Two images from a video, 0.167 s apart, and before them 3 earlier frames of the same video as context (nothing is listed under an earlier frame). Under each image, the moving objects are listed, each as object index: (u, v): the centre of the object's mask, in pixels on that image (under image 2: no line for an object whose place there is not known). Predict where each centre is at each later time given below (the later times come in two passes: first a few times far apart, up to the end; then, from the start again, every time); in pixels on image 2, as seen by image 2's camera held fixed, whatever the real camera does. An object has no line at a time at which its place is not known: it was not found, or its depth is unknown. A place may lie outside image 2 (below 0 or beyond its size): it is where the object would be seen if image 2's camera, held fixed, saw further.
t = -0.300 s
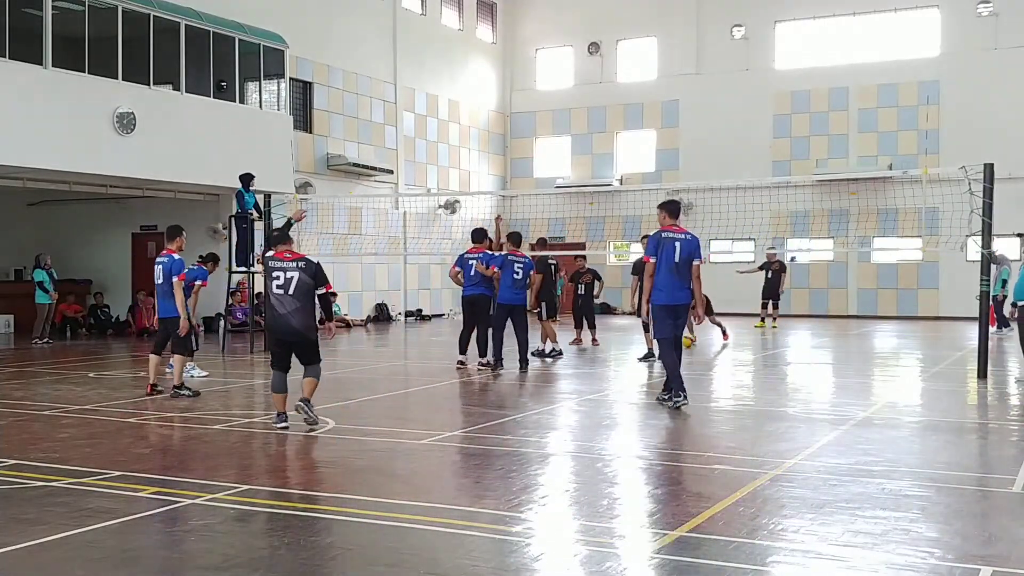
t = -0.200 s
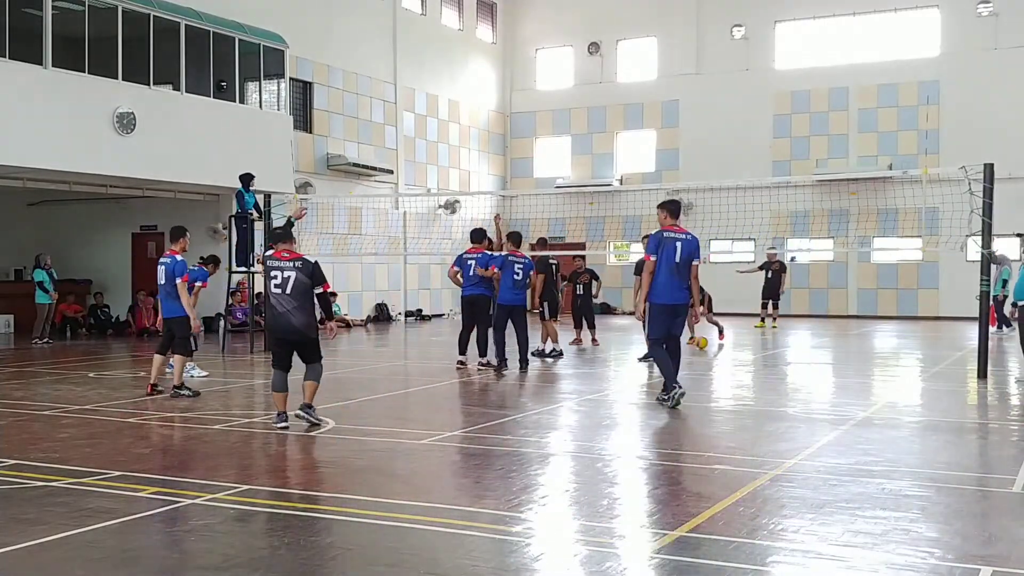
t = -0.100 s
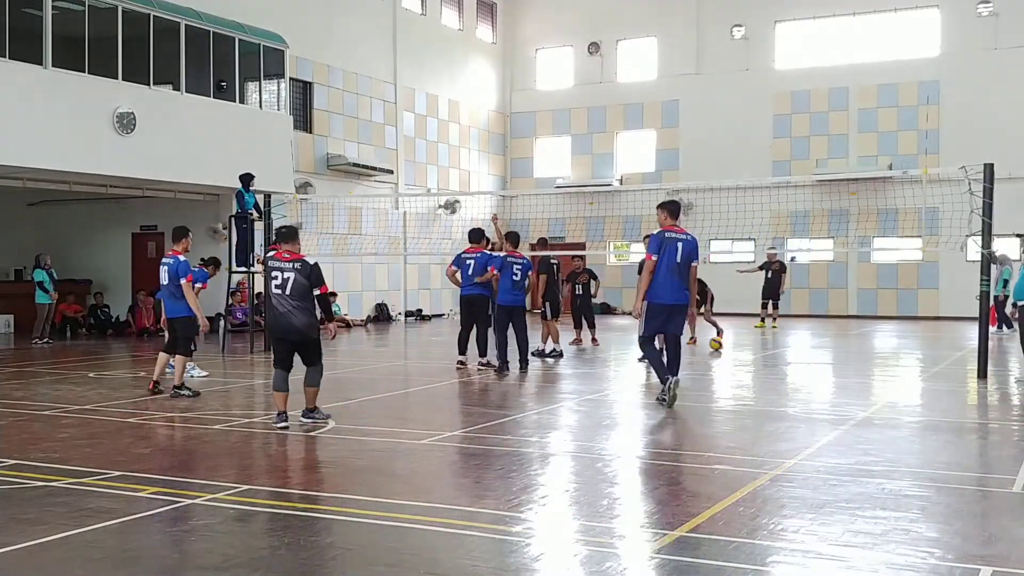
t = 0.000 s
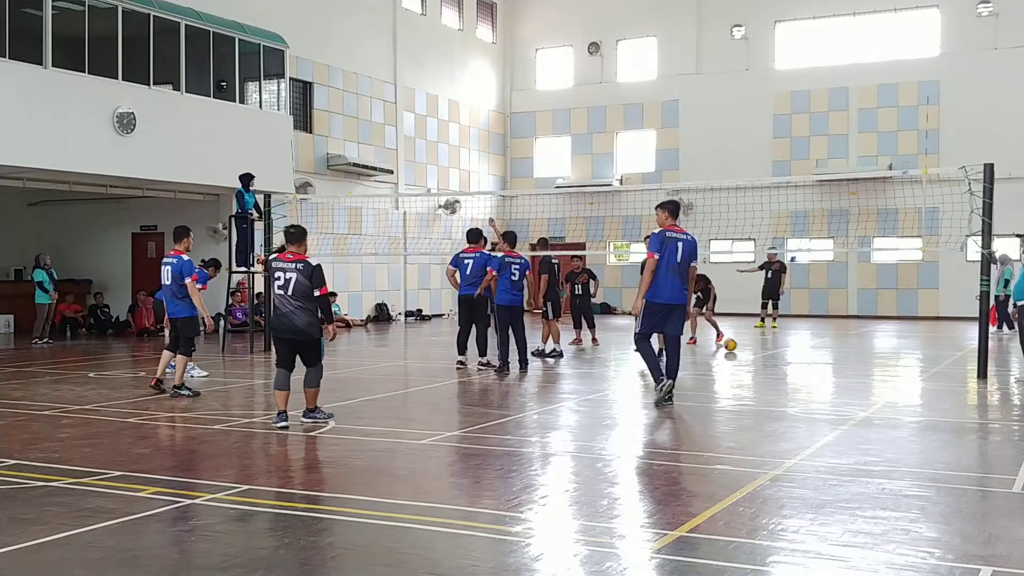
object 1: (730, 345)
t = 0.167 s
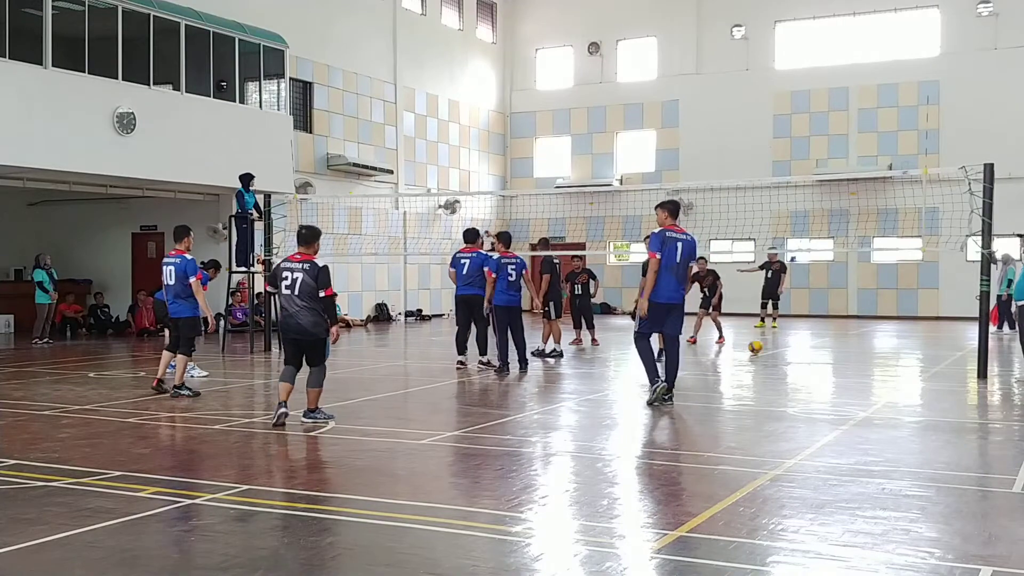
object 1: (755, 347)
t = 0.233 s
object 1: (765, 348)
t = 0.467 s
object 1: (803, 352)
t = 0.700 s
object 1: (842, 355)
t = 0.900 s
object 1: (878, 358)
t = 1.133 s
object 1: (922, 363)
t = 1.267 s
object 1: (948, 365)
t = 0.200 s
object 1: (760, 348)
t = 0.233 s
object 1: (765, 348)
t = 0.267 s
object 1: (770, 349)
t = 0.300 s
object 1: (776, 350)
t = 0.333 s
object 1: (781, 350)
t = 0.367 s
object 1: (786, 350)
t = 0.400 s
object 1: (792, 351)
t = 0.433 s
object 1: (797, 351)
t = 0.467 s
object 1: (803, 352)
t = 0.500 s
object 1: (809, 353)
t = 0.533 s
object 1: (814, 353)
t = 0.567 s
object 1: (820, 353)
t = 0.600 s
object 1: (825, 354)
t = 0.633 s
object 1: (831, 354)
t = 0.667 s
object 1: (837, 355)
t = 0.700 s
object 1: (842, 355)
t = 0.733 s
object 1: (848, 355)
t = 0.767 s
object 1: (854, 356)
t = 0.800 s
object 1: (860, 357)
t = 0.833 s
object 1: (866, 357)
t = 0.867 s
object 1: (871, 358)
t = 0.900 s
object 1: (878, 358)
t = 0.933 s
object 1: (884, 358)
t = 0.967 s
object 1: (890, 359)
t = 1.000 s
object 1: (896, 360)
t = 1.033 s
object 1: (903, 360)
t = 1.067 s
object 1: (909, 361)
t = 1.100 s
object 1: (915, 362)
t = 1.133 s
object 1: (922, 363)
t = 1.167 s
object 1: (928, 363)
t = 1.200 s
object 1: (935, 363)
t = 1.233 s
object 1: (942, 364)
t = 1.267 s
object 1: (948, 365)
